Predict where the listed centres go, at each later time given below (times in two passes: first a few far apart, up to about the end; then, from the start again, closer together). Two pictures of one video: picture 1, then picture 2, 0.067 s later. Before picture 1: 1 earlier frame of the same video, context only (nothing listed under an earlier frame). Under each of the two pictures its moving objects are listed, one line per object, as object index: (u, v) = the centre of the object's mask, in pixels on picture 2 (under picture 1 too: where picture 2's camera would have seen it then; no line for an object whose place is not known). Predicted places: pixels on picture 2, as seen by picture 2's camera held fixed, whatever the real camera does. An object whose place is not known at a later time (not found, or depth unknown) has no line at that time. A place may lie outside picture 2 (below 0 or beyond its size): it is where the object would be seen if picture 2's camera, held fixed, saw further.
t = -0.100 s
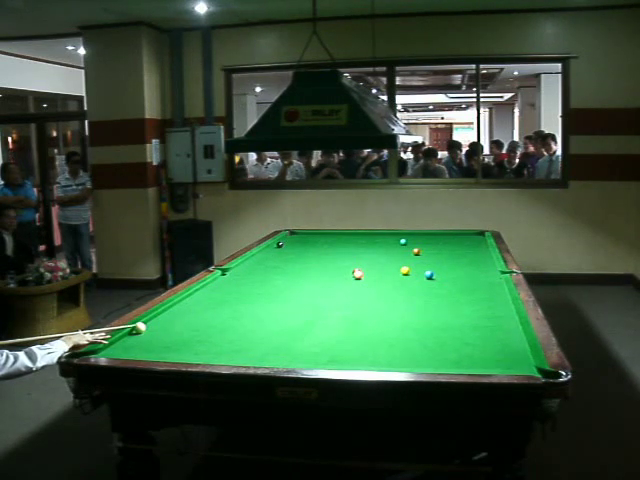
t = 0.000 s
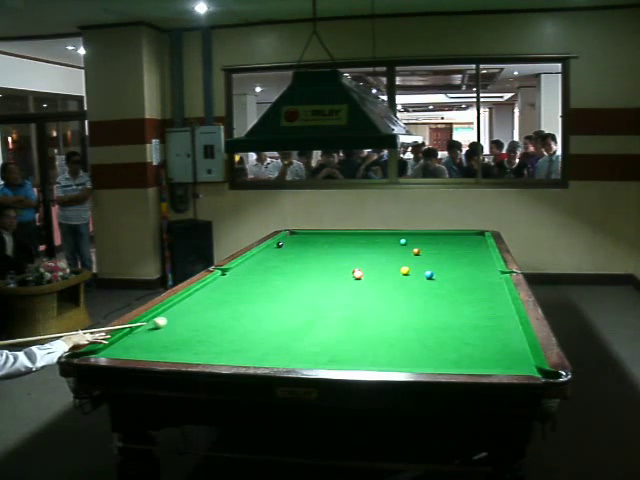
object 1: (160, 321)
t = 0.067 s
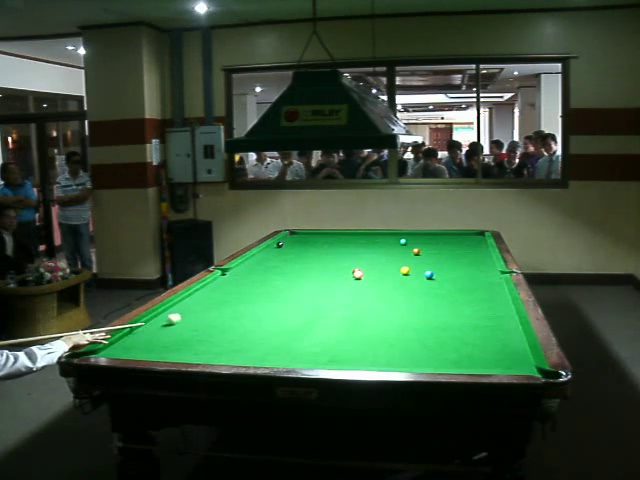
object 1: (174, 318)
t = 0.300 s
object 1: (219, 306)
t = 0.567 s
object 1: (263, 294)
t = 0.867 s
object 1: (306, 284)
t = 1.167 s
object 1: (344, 274)
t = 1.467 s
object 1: (348, 268)
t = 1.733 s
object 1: (349, 264)
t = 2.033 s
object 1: (350, 259)
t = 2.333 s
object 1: (352, 256)
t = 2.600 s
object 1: (353, 253)
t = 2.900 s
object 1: (354, 249)
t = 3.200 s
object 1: (355, 246)
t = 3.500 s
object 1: (356, 244)
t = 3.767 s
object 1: (357, 242)
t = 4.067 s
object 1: (357, 240)
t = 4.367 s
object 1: (358, 238)
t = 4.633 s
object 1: (358, 237)
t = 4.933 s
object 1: (358, 236)
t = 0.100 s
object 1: (181, 316)
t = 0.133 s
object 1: (188, 314)
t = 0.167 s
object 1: (194, 313)
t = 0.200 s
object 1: (201, 311)
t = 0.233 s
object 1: (207, 309)
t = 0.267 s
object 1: (213, 308)
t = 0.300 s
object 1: (219, 306)
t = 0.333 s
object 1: (225, 304)
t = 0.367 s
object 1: (231, 303)
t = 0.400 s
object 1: (236, 302)
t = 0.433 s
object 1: (242, 300)
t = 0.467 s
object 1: (248, 299)
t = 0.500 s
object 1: (253, 297)
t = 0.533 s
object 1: (258, 296)
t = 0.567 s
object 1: (263, 294)
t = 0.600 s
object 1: (269, 293)
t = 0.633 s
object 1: (274, 292)
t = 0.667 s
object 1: (279, 291)
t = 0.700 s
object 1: (284, 289)
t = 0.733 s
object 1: (288, 288)
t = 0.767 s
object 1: (293, 287)
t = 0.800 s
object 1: (298, 286)
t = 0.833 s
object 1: (302, 285)
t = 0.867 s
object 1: (306, 284)
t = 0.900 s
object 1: (311, 282)
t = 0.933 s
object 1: (315, 281)
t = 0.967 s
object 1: (320, 280)
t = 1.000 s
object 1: (324, 279)
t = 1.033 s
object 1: (328, 278)
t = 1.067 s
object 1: (332, 277)
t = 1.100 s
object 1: (336, 276)
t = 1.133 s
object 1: (340, 275)
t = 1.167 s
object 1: (344, 274)
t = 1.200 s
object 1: (347, 273)
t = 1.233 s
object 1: (347, 272)
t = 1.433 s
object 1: (348, 269)
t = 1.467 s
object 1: (348, 268)
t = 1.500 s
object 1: (348, 267)
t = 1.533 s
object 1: (348, 267)
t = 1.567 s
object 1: (348, 266)
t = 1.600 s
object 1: (348, 266)
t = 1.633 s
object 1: (349, 265)
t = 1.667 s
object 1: (349, 265)
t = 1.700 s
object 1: (349, 264)
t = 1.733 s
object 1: (349, 264)
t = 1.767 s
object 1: (349, 263)
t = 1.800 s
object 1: (349, 263)
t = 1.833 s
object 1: (350, 262)
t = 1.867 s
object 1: (350, 262)
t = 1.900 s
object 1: (350, 261)
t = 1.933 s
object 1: (350, 261)
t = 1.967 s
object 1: (351, 260)
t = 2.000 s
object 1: (351, 260)
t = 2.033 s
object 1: (350, 259)
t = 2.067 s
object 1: (351, 259)
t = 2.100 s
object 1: (351, 258)
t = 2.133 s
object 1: (351, 258)
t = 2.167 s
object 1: (351, 258)
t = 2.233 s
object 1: (352, 256)
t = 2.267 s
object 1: (352, 256)
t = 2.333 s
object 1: (352, 256)
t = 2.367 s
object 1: (352, 255)
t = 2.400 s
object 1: (352, 255)
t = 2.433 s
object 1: (352, 254)
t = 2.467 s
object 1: (352, 254)
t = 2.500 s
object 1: (353, 253)
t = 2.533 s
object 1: (352, 253)
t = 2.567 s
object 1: (352, 253)
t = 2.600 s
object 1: (353, 253)
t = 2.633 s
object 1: (353, 252)
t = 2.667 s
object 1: (353, 252)
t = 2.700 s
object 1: (353, 251)
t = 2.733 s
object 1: (353, 251)
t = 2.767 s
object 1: (353, 251)
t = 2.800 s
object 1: (353, 250)
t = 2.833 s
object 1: (354, 250)
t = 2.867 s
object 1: (354, 249)
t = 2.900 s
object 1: (354, 249)
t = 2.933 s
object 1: (354, 249)
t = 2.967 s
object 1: (354, 249)
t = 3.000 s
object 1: (354, 248)
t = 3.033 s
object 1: (354, 248)
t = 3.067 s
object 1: (355, 248)
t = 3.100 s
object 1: (355, 247)
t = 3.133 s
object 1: (355, 247)
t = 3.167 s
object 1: (355, 247)
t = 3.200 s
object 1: (355, 246)
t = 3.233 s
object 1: (355, 246)
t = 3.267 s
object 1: (355, 246)
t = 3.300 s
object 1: (355, 246)
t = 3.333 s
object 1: (356, 245)
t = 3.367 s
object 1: (356, 245)
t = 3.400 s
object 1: (356, 245)
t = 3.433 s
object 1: (356, 245)
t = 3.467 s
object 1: (356, 244)
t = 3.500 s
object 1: (356, 244)
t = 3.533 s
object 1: (356, 244)
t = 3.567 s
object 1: (356, 244)
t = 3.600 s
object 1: (356, 243)
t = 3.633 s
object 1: (356, 243)
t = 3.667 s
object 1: (356, 243)
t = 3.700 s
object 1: (356, 243)
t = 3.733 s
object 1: (356, 242)
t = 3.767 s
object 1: (357, 242)
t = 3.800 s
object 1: (357, 242)
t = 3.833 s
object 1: (357, 241)
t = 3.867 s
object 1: (357, 241)
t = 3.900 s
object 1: (357, 241)
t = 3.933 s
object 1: (357, 241)
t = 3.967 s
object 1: (357, 241)
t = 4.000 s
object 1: (357, 241)
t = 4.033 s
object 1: (357, 241)
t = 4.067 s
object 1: (357, 240)
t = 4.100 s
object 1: (357, 240)
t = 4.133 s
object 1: (357, 240)
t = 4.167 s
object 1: (357, 240)
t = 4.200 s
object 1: (357, 239)
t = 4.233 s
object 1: (357, 239)
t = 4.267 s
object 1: (357, 239)
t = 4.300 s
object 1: (357, 239)
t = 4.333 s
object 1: (357, 239)
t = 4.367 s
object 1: (358, 238)
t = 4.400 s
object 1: (358, 238)
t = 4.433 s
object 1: (358, 238)
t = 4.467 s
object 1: (358, 238)
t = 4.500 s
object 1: (358, 238)
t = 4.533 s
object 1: (358, 238)
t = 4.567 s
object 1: (358, 238)
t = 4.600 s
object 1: (358, 237)
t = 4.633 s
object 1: (358, 237)
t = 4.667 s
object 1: (358, 237)
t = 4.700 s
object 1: (358, 237)
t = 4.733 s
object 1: (358, 237)
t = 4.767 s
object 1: (358, 237)
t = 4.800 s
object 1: (358, 237)
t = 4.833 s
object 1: (358, 236)
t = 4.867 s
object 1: (358, 236)
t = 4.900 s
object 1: (358, 236)
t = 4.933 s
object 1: (358, 236)
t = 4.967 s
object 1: (358, 236)
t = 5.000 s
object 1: (358, 236)
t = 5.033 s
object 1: (358, 236)
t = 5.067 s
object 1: (358, 235)
